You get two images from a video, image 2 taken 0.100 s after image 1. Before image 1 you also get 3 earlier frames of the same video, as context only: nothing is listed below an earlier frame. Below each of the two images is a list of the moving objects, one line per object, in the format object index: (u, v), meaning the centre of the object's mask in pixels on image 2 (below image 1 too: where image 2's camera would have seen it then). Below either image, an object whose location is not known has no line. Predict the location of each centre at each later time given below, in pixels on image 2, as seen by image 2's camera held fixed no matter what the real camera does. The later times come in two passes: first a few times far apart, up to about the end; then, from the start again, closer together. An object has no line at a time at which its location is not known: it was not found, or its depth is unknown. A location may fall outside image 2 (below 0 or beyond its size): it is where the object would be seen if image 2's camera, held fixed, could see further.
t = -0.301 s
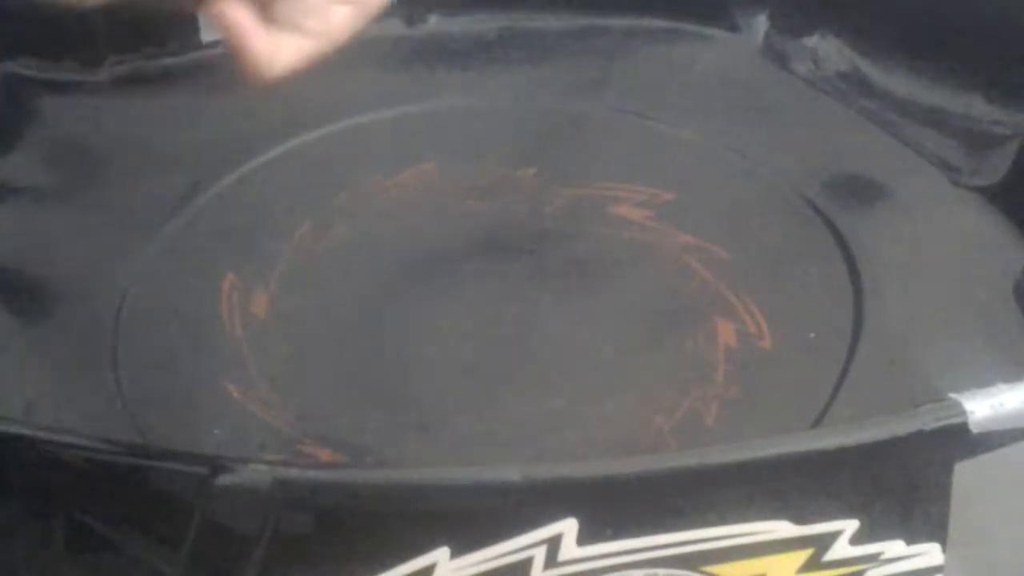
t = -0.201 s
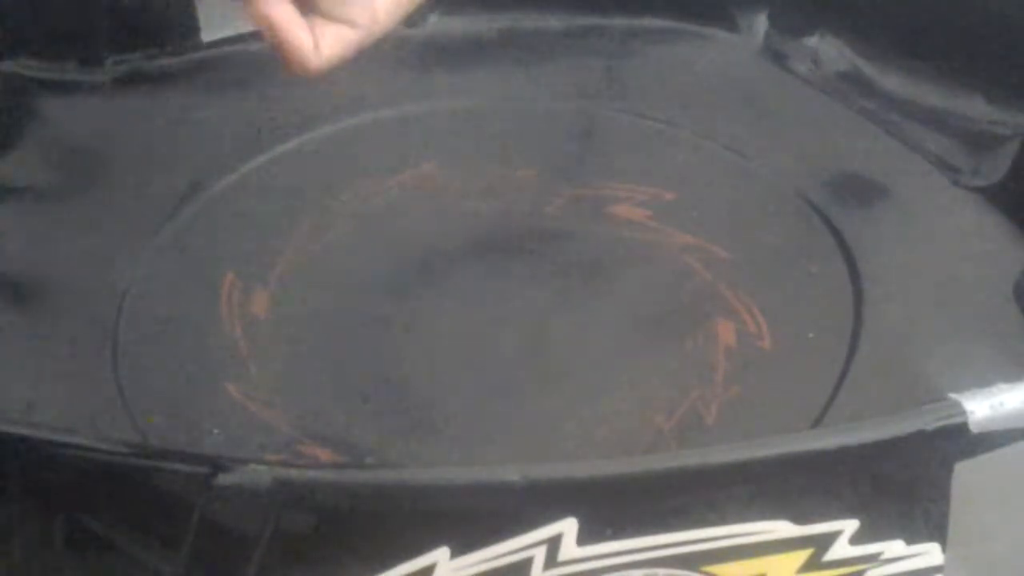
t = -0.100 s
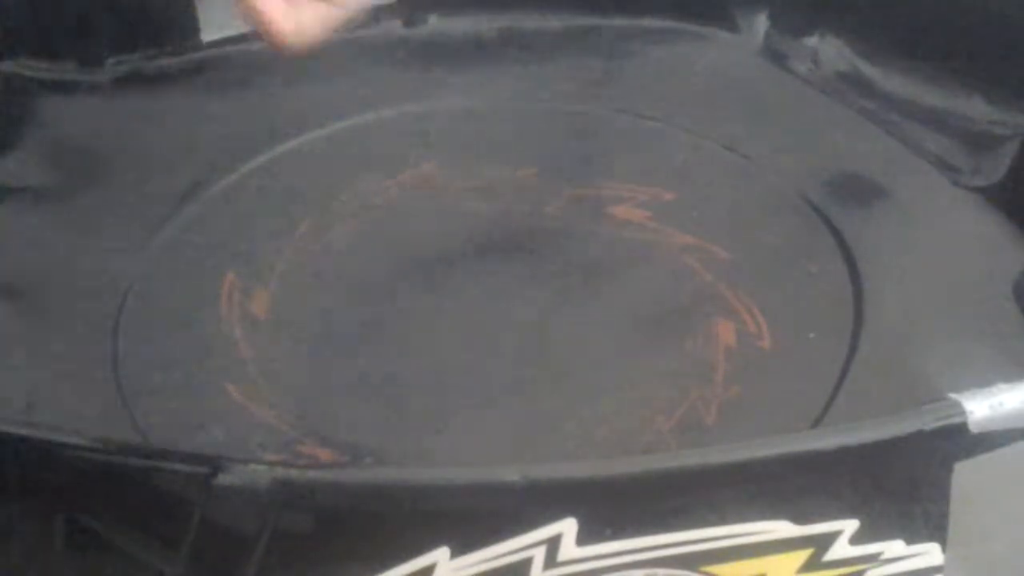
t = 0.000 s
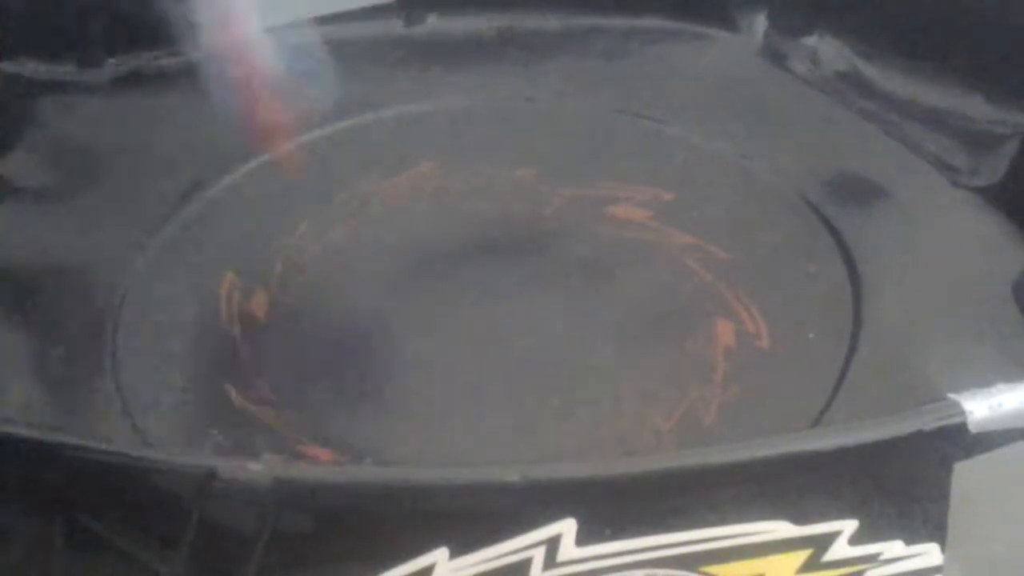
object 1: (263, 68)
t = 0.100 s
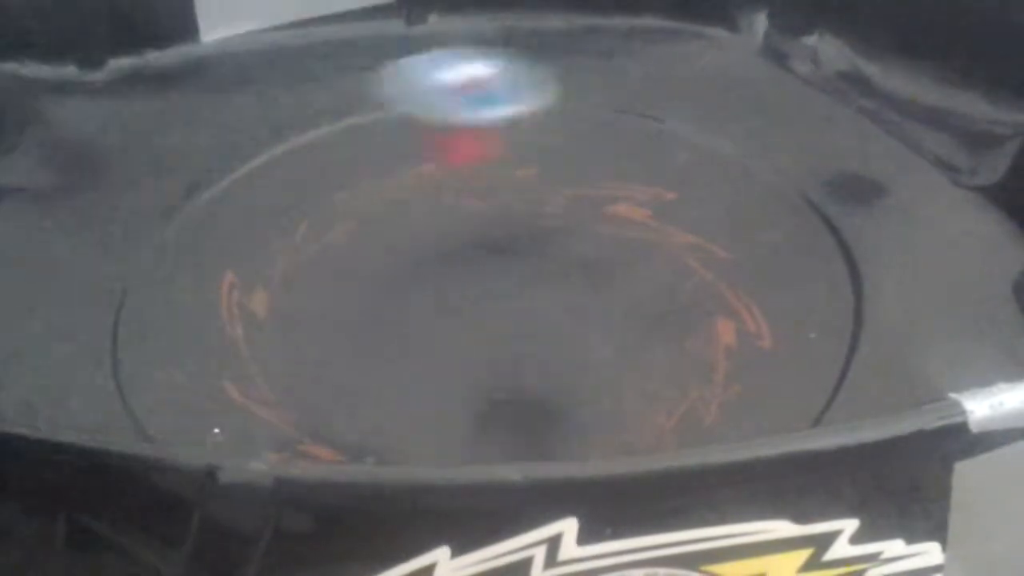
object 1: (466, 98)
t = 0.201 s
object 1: (721, 182)
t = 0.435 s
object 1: (893, 218)
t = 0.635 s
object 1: (684, 129)
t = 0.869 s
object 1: (380, 75)
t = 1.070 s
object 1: (182, 166)
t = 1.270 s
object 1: (204, 297)
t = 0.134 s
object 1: (544, 98)
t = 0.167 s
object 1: (631, 124)
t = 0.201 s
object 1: (721, 182)
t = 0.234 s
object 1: (801, 251)
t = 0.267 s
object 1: (836, 233)
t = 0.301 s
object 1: (872, 235)
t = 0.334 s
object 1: (894, 236)
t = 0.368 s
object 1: (904, 234)
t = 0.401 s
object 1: (903, 228)
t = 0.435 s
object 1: (893, 218)
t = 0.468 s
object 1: (874, 206)
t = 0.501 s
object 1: (846, 197)
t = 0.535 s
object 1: (809, 190)
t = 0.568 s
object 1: (766, 172)
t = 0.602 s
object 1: (723, 150)
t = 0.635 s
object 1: (684, 129)
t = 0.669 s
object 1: (645, 110)
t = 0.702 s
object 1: (606, 91)
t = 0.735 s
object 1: (563, 78)
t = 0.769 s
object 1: (519, 66)
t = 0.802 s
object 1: (474, 60)
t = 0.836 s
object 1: (426, 67)
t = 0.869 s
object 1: (380, 75)
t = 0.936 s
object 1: (296, 98)
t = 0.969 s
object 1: (260, 115)
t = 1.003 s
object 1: (228, 131)
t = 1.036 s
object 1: (202, 149)
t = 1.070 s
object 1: (182, 166)
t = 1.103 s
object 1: (170, 182)
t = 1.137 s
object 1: (164, 199)
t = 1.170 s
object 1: (165, 221)
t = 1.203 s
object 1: (172, 245)
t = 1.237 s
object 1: (185, 270)
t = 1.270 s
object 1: (204, 297)
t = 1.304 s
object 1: (231, 324)
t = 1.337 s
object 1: (268, 350)
